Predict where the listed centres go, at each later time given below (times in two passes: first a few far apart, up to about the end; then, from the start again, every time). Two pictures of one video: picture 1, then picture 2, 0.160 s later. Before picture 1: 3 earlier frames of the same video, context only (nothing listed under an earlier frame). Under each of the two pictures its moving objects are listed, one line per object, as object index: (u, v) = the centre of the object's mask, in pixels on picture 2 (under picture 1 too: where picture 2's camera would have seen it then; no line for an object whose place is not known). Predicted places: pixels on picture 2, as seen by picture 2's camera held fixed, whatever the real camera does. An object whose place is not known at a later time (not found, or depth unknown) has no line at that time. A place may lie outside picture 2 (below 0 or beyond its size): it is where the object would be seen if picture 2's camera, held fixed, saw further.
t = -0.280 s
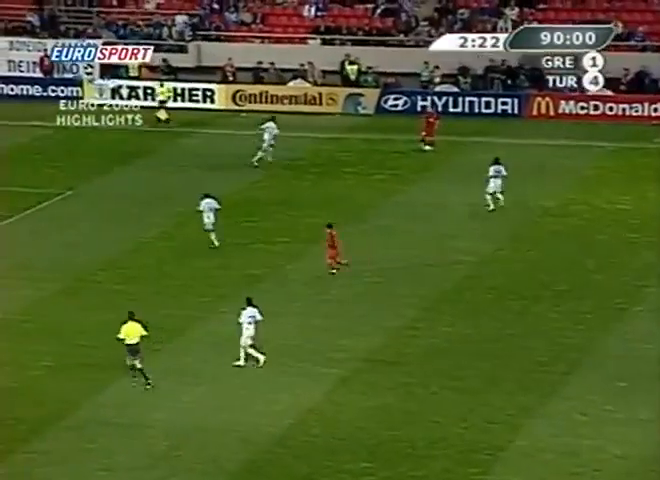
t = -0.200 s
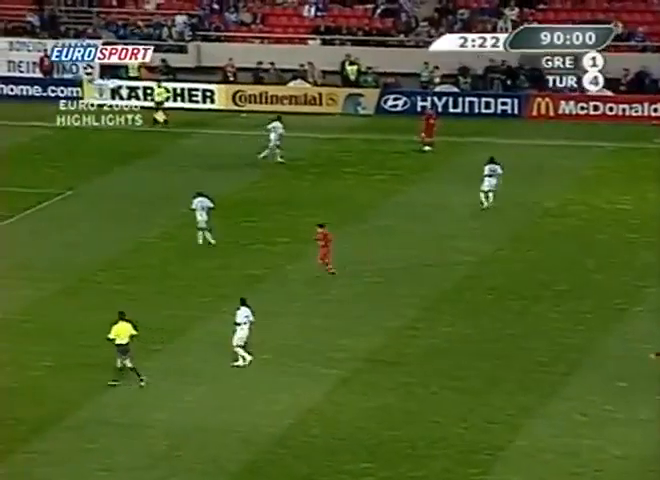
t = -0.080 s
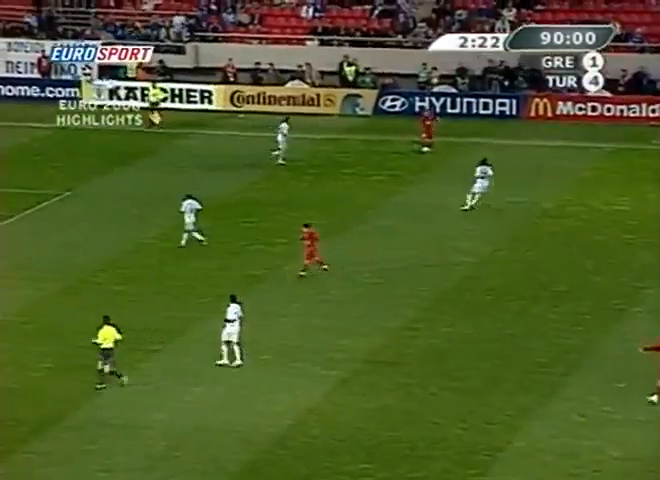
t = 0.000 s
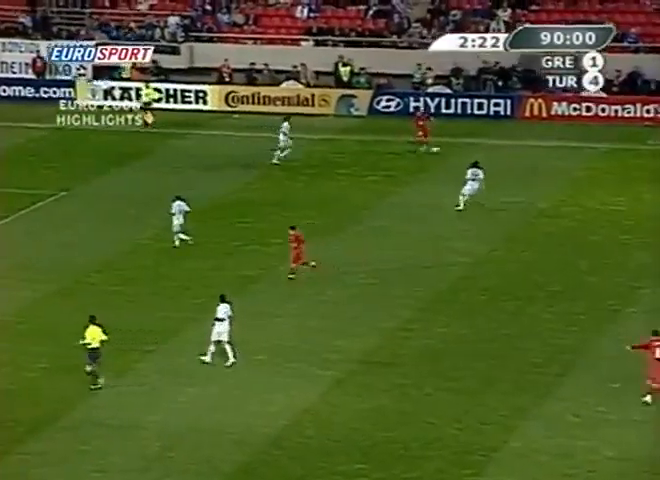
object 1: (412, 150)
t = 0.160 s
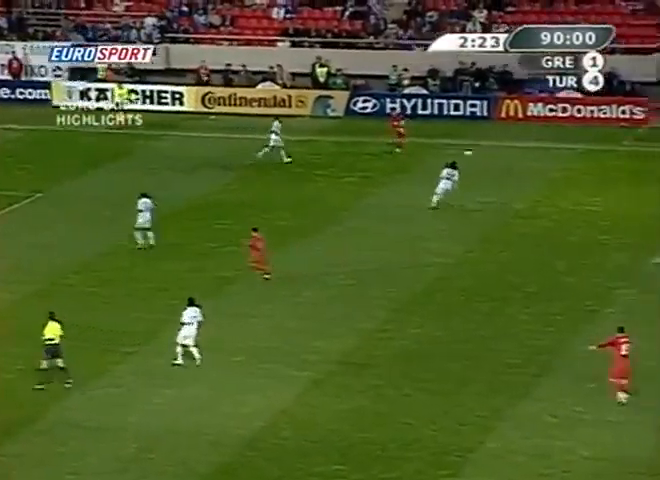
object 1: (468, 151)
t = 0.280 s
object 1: (510, 160)
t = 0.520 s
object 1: (588, 164)
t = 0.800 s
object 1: (673, 170)
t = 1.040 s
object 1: (740, 175)
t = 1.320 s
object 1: (811, 181)
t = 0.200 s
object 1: (481, 153)
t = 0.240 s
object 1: (496, 156)
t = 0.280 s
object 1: (510, 160)
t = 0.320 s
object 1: (523, 161)
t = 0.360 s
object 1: (536, 161)
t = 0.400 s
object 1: (549, 161)
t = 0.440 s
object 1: (561, 161)
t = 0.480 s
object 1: (575, 162)
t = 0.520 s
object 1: (588, 164)
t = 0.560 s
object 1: (601, 165)
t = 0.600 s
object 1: (614, 168)
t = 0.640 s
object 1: (626, 168)
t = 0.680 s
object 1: (638, 168)
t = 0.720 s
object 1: (649, 167)
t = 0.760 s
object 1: (661, 169)
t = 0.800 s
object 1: (673, 170)
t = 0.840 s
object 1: (685, 172)
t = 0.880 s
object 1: (697, 174)
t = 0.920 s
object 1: (708, 174)
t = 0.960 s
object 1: (718, 174)
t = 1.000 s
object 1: (730, 174)
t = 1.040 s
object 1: (740, 175)
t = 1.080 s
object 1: (751, 176)
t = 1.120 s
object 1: (762, 178)
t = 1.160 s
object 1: (773, 179)
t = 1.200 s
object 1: (782, 179)
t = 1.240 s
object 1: (792, 179)
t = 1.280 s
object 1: (801, 180)
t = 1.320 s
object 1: (811, 181)
